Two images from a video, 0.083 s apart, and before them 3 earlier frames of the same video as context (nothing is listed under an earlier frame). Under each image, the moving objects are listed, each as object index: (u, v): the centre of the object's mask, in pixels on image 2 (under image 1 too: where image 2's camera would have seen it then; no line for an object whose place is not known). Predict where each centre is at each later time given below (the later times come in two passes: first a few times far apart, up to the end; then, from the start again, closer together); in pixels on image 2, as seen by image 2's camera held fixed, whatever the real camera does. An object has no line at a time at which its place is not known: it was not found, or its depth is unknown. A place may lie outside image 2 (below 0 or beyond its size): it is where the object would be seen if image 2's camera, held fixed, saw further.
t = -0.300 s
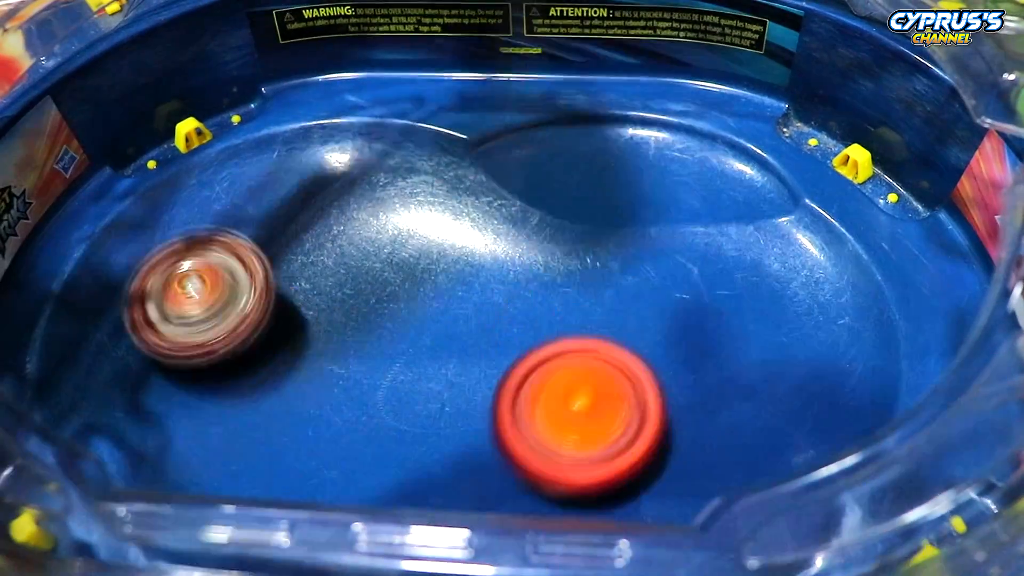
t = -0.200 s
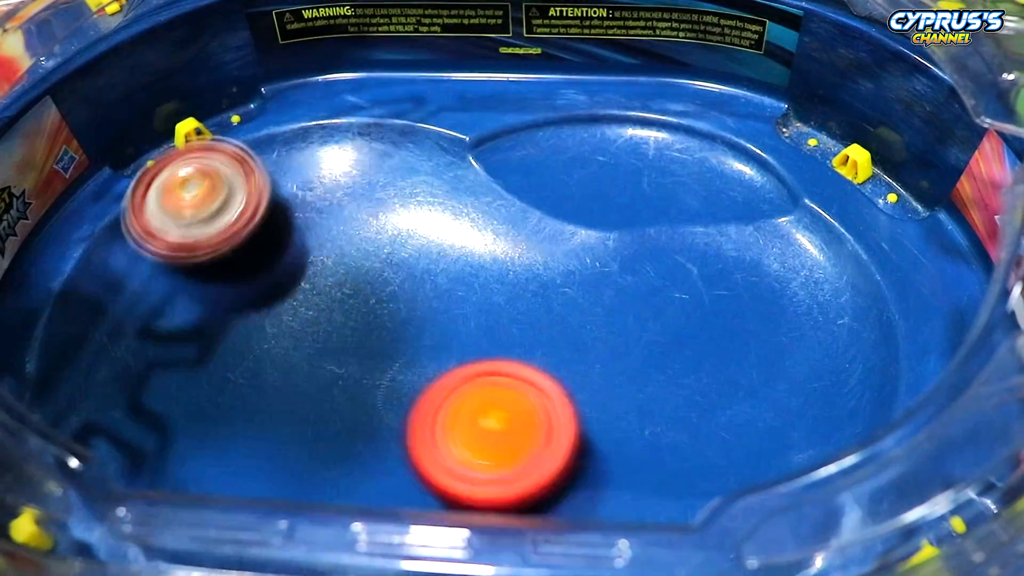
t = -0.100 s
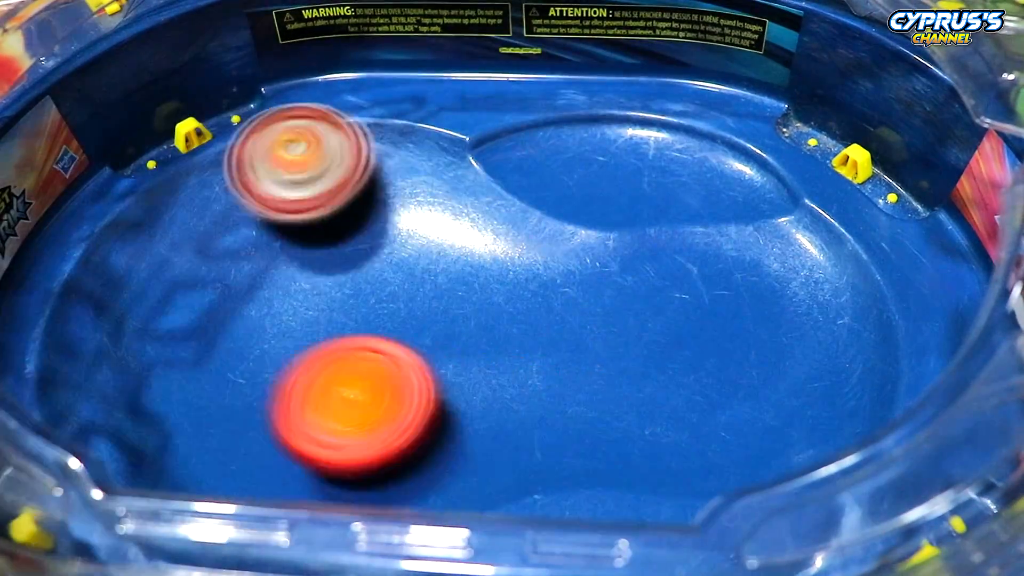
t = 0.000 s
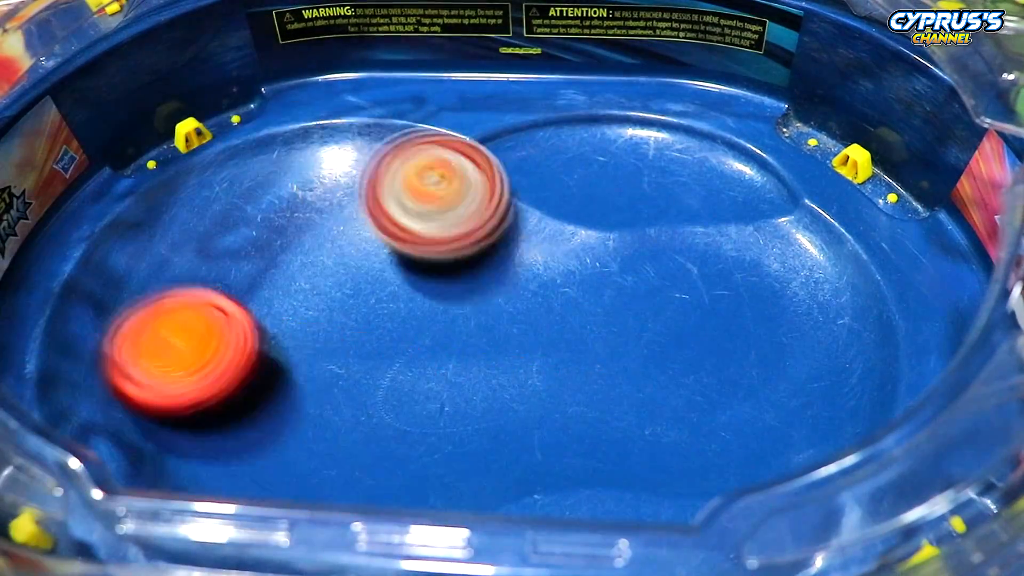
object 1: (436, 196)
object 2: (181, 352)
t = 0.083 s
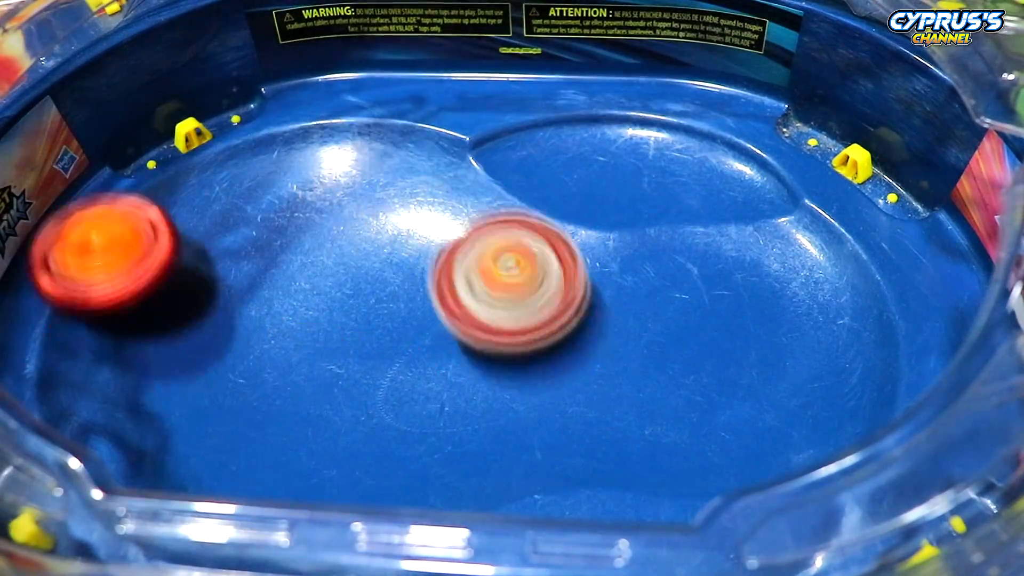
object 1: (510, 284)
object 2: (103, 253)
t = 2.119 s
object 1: (581, 407)
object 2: (181, 241)
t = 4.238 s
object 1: (229, 300)
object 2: (526, 307)
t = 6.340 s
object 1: (502, 341)
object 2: (440, 219)
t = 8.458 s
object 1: (352, 378)
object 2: (513, 379)
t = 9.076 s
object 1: (259, 296)
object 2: (672, 278)
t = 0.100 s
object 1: (517, 303)
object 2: (99, 234)
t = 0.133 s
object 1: (523, 341)
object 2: (103, 198)
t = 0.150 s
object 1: (524, 359)
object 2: (111, 184)
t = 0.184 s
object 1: (515, 398)
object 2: (137, 166)
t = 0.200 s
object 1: (504, 418)
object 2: (154, 160)
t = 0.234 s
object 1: (479, 442)
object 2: (198, 157)
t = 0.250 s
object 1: (462, 448)
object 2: (223, 160)
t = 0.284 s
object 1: (424, 454)
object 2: (279, 167)
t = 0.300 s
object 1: (406, 452)
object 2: (309, 172)
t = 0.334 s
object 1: (374, 453)
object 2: (376, 183)
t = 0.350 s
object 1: (357, 455)
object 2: (410, 191)
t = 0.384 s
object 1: (316, 449)
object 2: (481, 214)
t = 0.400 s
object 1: (289, 444)
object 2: (517, 230)
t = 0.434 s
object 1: (245, 434)
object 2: (588, 270)
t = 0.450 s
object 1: (225, 424)
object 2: (623, 291)
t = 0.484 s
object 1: (187, 397)
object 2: (690, 341)
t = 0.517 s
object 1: (166, 362)
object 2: (749, 394)
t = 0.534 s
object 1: (159, 342)
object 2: (771, 411)
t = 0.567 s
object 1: (154, 303)
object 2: (818, 459)
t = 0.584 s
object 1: (157, 283)
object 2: (829, 477)
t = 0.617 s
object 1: (169, 244)
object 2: (836, 506)
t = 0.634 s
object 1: (179, 227)
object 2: (836, 519)
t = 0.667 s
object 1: (208, 194)
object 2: (805, 520)
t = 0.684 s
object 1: (224, 182)
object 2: (784, 520)
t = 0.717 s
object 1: (266, 168)
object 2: (738, 522)
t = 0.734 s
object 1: (293, 163)
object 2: (711, 519)
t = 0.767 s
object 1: (342, 164)
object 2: (649, 509)
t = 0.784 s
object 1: (367, 170)
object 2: (616, 502)
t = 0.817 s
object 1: (415, 186)
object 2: (545, 473)
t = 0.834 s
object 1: (434, 197)
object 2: (513, 452)
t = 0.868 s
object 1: (470, 226)
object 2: (455, 431)
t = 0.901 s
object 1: (499, 258)
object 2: (395, 405)
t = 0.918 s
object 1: (511, 276)
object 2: (365, 392)
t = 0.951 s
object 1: (524, 312)
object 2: (299, 365)
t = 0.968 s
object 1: (527, 330)
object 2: (268, 349)
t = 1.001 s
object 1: (529, 368)
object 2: (218, 311)
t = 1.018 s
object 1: (525, 389)
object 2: (197, 289)
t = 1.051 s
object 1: (510, 425)
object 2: (165, 243)
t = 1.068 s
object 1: (497, 439)
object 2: (155, 221)
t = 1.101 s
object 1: (464, 452)
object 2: (143, 180)
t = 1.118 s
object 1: (445, 457)
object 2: (144, 163)
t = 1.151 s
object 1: (399, 458)
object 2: (153, 139)
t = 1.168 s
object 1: (378, 457)
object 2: (160, 132)
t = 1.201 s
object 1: (338, 459)
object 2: (185, 126)
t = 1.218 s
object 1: (316, 455)
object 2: (200, 128)
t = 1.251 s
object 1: (272, 450)
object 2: (235, 138)
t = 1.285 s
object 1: (225, 438)
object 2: (277, 156)
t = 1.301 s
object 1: (206, 431)
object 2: (299, 165)
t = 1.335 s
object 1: (173, 410)
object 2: (349, 188)
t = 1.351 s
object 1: (163, 394)
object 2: (377, 201)
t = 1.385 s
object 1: (152, 358)
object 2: (434, 224)
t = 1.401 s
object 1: (151, 339)
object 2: (465, 239)
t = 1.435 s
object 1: (160, 302)
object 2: (521, 276)
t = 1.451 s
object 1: (168, 285)
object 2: (544, 293)
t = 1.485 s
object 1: (193, 253)
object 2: (585, 331)
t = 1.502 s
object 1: (210, 239)
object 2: (602, 351)
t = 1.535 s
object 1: (249, 216)
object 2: (629, 391)
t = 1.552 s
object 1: (269, 207)
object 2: (638, 410)
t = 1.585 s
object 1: (311, 195)
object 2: (651, 441)
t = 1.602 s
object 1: (333, 192)
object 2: (656, 456)
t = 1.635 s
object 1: (377, 194)
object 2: (659, 480)
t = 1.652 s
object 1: (401, 197)
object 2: (655, 493)
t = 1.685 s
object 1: (440, 209)
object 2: (640, 508)
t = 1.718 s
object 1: (478, 227)
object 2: (614, 518)
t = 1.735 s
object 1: (496, 238)
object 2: (598, 521)
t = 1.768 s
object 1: (529, 260)
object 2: (561, 522)
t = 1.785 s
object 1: (544, 271)
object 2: (543, 519)
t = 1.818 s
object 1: (566, 294)
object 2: (503, 507)
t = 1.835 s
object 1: (575, 305)
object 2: (479, 496)
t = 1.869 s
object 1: (588, 323)
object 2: (427, 466)
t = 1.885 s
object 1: (592, 330)
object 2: (409, 460)
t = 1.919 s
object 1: (598, 344)
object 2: (375, 451)
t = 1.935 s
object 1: (599, 350)
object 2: (355, 442)
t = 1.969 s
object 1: (600, 363)
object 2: (316, 416)
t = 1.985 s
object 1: (600, 369)
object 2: (295, 400)
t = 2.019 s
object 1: (599, 379)
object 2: (250, 368)
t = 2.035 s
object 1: (597, 384)
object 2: (231, 351)
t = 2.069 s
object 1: (593, 394)
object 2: (201, 308)
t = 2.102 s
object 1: (586, 402)
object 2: (185, 263)
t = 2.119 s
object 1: (581, 407)
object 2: (181, 241)
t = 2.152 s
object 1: (567, 416)
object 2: (184, 201)
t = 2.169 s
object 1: (557, 420)
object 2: (190, 183)
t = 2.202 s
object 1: (532, 427)
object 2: (208, 153)
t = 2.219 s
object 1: (516, 430)
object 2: (223, 142)
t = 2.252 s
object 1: (479, 435)
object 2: (256, 130)
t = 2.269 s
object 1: (458, 437)
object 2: (274, 127)
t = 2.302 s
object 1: (415, 440)
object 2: (316, 134)
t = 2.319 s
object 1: (391, 441)
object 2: (340, 141)
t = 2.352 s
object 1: (343, 442)
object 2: (390, 159)
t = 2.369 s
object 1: (319, 442)
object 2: (417, 170)
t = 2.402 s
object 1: (274, 438)
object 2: (471, 201)
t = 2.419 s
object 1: (254, 434)
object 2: (500, 221)
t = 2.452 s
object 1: (220, 418)
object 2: (555, 262)
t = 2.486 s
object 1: (196, 391)
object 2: (606, 311)
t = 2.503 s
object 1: (190, 376)
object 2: (627, 335)
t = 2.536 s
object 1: (186, 342)
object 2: (662, 389)
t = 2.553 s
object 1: (188, 324)
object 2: (678, 417)
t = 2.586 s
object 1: (202, 291)
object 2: (699, 461)
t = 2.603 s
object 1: (212, 276)
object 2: (707, 483)
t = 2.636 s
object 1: (239, 248)
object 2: (713, 515)
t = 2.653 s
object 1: (256, 236)
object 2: (710, 524)
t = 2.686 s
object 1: (291, 219)
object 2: (691, 534)
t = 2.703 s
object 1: (310, 212)
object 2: (678, 537)
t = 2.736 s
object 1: (351, 203)
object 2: (645, 537)
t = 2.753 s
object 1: (372, 200)
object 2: (626, 536)
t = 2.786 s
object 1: (411, 202)
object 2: (587, 526)
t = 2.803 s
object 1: (430, 205)
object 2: (564, 519)
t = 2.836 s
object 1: (468, 216)
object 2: (521, 497)
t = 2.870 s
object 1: (505, 232)
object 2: (480, 456)
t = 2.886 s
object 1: (523, 239)
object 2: (463, 445)
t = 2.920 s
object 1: (556, 256)
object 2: (430, 421)
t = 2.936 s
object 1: (570, 263)
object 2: (412, 404)
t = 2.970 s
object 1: (594, 279)
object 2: (377, 372)
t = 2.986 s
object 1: (604, 286)
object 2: (361, 356)
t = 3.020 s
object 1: (616, 298)
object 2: (330, 329)
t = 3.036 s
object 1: (620, 302)
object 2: (317, 316)
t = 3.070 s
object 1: (623, 309)
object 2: (294, 295)
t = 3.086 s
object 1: (623, 312)
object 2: (285, 285)
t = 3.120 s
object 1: (623, 317)
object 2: (271, 266)
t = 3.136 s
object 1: (622, 319)
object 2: (268, 258)
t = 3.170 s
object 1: (622, 324)
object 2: (267, 243)
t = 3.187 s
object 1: (621, 326)
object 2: (269, 237)
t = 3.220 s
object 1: (621, 330)
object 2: (279, 226)
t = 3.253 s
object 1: (620, 335)
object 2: (296, 219)
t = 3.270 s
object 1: (619, 337)
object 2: (306, 217)
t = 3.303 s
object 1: (618, 342)
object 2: (332, 214)
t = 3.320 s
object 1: (617, 345)
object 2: (347, 213)
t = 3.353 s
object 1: (615, 349)
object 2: (382, 214)
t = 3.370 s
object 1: (614, 351)
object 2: (401, 217)
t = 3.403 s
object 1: (612, 355)
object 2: (443, 227)
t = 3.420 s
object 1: (611, 358)
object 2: (466, 237)
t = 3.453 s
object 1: (610, 364)
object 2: (506, 259)
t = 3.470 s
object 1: (617, 371)
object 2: (510, 265)
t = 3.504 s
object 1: (626, 382)
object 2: (509, 276)
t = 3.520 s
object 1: (628, 387)
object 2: (504, 281)
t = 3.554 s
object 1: (628, 392)
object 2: (485, 292)
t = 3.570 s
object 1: (626, 394)
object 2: (472, 298)
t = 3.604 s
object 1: (622, 397)
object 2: (436, 307)
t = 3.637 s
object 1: (617, 400)
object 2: (393, 315)
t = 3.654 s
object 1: (614, 402)
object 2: (368, 318)
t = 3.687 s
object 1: (608, 405)
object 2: (315, 321)
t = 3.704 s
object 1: (604, 406)
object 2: (289, 321)
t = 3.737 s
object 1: (595, 410)
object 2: (242, 311)
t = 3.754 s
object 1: (589, 411)
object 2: (223, 303)
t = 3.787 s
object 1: (575, 415)
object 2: (191, 284)
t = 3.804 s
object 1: (566, 417)
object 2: (180, 273)
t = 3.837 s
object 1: (542, 419)
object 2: (165, 252)
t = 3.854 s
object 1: (528, 420)
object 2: (162, 242)
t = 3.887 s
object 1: (495, 424)
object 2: (164, 223)
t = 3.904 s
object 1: (475, 426)
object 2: (169, 214)
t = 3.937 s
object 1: (434, 430)
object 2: (185, 200)
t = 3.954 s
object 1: (412, 432)
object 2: (197, 194)
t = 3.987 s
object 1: (370, 434)
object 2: (225, 184)
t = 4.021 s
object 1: (333, 432)
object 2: (261, 178)
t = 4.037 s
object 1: (317, 431)
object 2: (282, 176)
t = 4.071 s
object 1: (284, 423)
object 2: (329, 172)
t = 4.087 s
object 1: (269, 417)
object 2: (353, 173)
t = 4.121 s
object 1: (244, 398)
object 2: (404, 184)
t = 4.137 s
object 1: (234, 386)
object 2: (427, 195)
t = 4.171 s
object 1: (223, 360)
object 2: (469, 225)
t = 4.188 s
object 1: (221, 345)
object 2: (488, 244)
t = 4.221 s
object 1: (224, 315)
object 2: (516, 286)
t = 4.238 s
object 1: (229, 300)
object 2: (526, 307)
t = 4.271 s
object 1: (246, 274)
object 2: (538, 349)
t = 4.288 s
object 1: (258, 261)
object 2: (540, 369)
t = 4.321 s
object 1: (285, 241)
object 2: (535, 410)
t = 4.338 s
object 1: (301, 233)
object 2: (527, 428)
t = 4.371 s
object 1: (333, 221)
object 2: (503, 448)
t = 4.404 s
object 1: (367, 213)
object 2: (470, 458)
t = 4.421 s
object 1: (385, 212)
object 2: (450, 461)
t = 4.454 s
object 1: (420, 213)
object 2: (403, 464)
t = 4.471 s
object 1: (438, 216)
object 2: (376, 479)
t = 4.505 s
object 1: (471, 225)
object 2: (330, 476)
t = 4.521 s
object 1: (488, 230)
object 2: (305, 457)
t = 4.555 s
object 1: (520, 242)
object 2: (254, 448)
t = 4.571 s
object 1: (535, 248)
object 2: (227, 441)
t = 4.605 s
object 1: (558, 262)
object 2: (176, 422)
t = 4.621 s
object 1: (566, 268)
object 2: (154, 405)
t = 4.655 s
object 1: (577, 279)
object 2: (118, 365)
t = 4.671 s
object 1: (581, 284)
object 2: (111, 341)
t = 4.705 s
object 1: (584, 291)
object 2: (108, 295)
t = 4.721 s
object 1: (584, 294)
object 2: (114, 272)
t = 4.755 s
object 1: (583, 299)
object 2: (137, 229)
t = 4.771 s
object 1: (581, 301)
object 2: (155, 210)
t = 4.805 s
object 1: (578, 305)
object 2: (201, 179)
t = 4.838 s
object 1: (575, 310)
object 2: (255, 158)
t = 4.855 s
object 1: (573, 312)
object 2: (285, 152)
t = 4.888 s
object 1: (567, 317)
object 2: (345, 149)
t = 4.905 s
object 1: (565, 319)
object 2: (374, 151)
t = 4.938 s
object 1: (560, 323)
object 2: (433, 167)
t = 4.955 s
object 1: (557, 325)
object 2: (458, 179)
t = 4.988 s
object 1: (554, 335)
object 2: (507, 203)
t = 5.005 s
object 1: (561, 347)
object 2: (517, 194)
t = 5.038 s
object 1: (572, 379)
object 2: (532, 179)
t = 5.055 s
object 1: (573, 391)
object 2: (540, 173)
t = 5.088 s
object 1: (571, 413)
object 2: (555, 169)
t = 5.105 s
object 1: (567, 421)
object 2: (562, 164)
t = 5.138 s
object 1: (551, 435)
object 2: (573, 155)
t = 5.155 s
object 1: (538, 438)
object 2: (577, 149)
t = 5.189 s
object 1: (508, 440)
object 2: (586, 134)
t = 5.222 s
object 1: (472, 441)
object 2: (600, 119)
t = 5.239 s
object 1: (451, 441)
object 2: (609, 113)
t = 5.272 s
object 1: (413, 439)
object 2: (631, 105)
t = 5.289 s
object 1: (391, 439)
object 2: (644, 105)
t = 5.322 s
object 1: (346, 437)
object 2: (673, 112)
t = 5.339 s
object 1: (328, 435)
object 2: (688, 120)
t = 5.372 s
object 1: (288, 432)
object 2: (719, 143)
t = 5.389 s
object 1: (269, 429)
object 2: (731, 157)
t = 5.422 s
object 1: (240, 416)
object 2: (746, 187)
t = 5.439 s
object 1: (227, 406)
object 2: (751, 206)
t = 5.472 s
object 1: (208, 382)
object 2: (758, 250)
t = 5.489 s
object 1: (201, 369)
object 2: (759, 271)
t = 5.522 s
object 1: (198, 339)
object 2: (755, 310)
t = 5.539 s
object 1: (198, 326)
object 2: (749, 329)
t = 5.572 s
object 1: (209, 296)
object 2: (730, 362)
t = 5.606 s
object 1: (226, 270)
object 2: (701, 391)
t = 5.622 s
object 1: (238, 258)
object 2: (684, 404)
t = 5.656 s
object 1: (265, 240)
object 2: (642, 423)
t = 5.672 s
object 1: (279, 231)
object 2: (619, 429)
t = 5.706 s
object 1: (313, 219)
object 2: (566, 436)
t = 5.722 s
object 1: (327, 216)
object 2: (535, 436)
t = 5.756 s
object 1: (363, 210)
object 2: (475, 437)
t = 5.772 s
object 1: (381, 211)
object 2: (444, 439)
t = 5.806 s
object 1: (410, 215)
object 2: (380, 437)
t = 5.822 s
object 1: (427, 221)
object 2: (348, 436)
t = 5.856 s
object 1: (456, 234)
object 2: (283, 431)
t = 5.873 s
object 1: (471, 241)
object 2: (252, 429)
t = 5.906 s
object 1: (496, 256)
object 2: (197, 415)
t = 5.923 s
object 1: (505, 264)
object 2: (175, 403)
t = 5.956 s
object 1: (519, 278)
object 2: (140, 376)
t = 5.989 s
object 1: (525, 289)
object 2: (121, 342)
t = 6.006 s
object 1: (527, 293)
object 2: (117, 324)
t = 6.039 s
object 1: (527, 299)
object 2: (118, 285)
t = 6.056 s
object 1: (526, 302)
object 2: (123, 268)
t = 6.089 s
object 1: (524, 306)
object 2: (140, 231)
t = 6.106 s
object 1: (522, 308)
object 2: (153, 216)
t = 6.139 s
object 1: (519, 312)
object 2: (184, 189)
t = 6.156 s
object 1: (518, 315)
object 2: (204, 177)
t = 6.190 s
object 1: (513, 320)
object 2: (248, 163)
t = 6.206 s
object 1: (512, 321)
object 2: (272, 160)
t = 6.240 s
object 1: (508, 325)
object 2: (320, 160)
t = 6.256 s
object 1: (506, 327)
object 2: (346, 165)
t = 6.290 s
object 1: (503, 331)
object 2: (391, 181)
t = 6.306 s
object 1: (501, 333)
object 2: (410, 192)
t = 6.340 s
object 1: (502, 341)
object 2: (440, 219)
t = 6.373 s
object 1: (509, 356)
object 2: (443, 216)
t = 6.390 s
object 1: (514, 368)
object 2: (445, 219)
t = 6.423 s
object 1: (514, 381)
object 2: (446, 230)
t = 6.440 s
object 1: (514, 387)
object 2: (446, 236)
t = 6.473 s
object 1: (507, 397)
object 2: (439, 248)
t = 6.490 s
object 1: (502, 401)
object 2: (433, 254)
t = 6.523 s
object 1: (483, 412)
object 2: (414, 265)
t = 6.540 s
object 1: (473, 415)
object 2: (400, 271)
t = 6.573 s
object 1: (441, 426)
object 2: (368, 282)
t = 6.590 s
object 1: (426, 429)
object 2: (350, 286)
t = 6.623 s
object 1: (389, 436)
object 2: (310, 293)
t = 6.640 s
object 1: (371, 436)
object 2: (289, 295)
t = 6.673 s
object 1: (333, 438)
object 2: (252, 294)
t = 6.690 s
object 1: (317, 437)
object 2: (236, 292)
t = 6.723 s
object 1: (280, 435)
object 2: (209, 283)
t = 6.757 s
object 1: (250, 427)
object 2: (193, 274)
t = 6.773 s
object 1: (236, 419)
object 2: (189, 268)
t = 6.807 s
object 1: (214, 401)
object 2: (186, 256)
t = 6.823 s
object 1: (207, 389)
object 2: (188, 250)
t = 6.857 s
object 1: (197, 367)
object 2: (195, 232)
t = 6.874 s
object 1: (196, 355)
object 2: (201, 219)
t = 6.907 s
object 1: (198, 329)
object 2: (218, 195)
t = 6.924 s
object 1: (202, 317)
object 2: (231, 185)
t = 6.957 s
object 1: (217, 291)
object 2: (260, 168)
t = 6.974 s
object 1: (224, 281)
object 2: (277, 161)
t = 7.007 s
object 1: (247, 264)
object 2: (317, 147)
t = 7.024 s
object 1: (260, 255)
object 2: (334, 145)
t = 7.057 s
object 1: (286, 244)
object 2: (374, 149)
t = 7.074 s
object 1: (301, 240)
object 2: (394, 151)
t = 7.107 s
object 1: (328, 237)
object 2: (433, 157)
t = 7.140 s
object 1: (353, 240)
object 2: (478, 168)
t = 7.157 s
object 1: (365, 243)
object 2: (497, 177)
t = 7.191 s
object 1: (388, 249)
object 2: (534, 202)
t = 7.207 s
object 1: (400, 253)
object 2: (554, 217)
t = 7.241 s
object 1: (416, 261)
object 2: (590, 245)
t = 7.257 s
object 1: (422, 266)
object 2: (604, 259)
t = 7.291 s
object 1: (430, 272)
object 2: (625, 289)
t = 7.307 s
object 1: (431, 276)
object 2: (632, 304)
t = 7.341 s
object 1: (433, 280)
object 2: (636, 331)
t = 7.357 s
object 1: (434, 282)
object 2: (634, 345)
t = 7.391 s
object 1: (434, 286)
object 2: (623, 374)
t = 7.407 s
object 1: (434, 287)
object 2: (613, 387)
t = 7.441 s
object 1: (434, 290)
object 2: (585, 412)
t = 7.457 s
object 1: (434, 293)
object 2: (567, 422)
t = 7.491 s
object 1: (433, 296)
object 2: (529, 432)
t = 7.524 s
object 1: (432, 298)
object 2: (485, 437)
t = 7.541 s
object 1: (432, 300)
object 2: (462, 438)
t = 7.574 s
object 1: (430, 302)
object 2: (414, 440)
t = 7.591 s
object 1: (429, 303)
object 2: (389, 441)
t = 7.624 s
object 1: (429, 306)
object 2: (341, 439)
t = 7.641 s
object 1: (428, 308)
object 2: (315, 438)
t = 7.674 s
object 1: (426, 309)
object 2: (268, 433)
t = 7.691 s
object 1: (425, 310)
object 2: (249, 429)
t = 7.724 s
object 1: (423, 313)
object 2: (213, 412)
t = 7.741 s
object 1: (422, 315)
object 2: (201, 400)
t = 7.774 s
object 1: (420, 317)
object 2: (182, 372)
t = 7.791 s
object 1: (418, 319)
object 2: (175, 356)
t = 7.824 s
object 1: (415, 321)
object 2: (172, 325)
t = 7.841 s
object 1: (414, 322)
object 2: (175, 308)
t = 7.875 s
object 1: (411, 325)
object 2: (187, 278)
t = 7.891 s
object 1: (410, 326)
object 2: (196, 264)
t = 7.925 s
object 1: (408, 328)
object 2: (218, 237)
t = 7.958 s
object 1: (405, 332)
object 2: (247, 215)
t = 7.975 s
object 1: (404, 333)
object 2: (264, 206)
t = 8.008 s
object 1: (403, 336)
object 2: (298, 194)
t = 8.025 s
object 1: (402, 338)
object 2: (317, 189)
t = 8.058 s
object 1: (400, 341)
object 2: (353, 185)
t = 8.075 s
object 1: (401, 342)
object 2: (371, 187)
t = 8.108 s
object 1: (399, 346)
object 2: (406, 196)
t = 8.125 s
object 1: (398, 347)
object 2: (423, 202)
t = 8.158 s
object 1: (397, 350)
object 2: (454, 219)
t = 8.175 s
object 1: (395, 354)
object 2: (470, 227)
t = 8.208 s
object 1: (391, 359)
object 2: (500, 239)
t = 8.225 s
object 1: (390, 361)
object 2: (513, 247)
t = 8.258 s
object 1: (386, 364)
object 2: (535, 267)
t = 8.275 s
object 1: (384, 365)
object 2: (542, 277)
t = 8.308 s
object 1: (380, 368)
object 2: (548, 299)
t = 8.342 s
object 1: (375, 370)
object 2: (544, 318)
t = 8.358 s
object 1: (373, 371)
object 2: (541, 327)
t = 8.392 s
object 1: (368, 374)
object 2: (535, 347)
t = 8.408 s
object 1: (365, 375)
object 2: (529, 357)
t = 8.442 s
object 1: (358, 376)
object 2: (514, 375)
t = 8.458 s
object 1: (352, 378)
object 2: (513, 379)
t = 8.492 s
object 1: (332, 381)
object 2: (525, 393)
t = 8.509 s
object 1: (323, 381)
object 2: (532, 398)
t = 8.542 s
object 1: (310, 383)
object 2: (546, 404)
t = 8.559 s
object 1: (306, 383)
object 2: (552, 406)
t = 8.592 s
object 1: (300, 383)
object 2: (558, 409)
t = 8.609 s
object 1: (296, 383)
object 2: (558, 410)
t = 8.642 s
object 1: (291, 382)
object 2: (559, 408)
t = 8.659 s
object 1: (288, 383)
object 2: (558, 407)
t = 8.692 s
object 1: (282, 382)
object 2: (558, 402)
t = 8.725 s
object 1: (276, 381)
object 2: (557, 395)
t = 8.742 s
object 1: (272, 380)
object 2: (558, 390)
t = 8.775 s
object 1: (266, 378)
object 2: (563, 381)
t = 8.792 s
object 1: (263, 378)
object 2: (567, 375)
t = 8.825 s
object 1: (256, 374)
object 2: (577, 364)
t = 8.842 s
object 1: (254, 371)
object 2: (585, 357)
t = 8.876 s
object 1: (247, 365)
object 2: (601, 343)
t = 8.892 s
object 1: (245, 362)
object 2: (609, 337)
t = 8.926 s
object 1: (241, 353)
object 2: (625, 324)
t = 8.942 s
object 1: (240, 347)
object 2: (633, 319)
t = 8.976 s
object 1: (240, 334)
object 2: (646, 307)
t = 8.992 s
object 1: (240, 328)
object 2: (650, 303)
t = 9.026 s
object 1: (246, 314)
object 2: (660, 292)
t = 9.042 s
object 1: (250, 308)
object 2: (664, 288)
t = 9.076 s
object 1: (259, 296)
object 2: (672, 278)
